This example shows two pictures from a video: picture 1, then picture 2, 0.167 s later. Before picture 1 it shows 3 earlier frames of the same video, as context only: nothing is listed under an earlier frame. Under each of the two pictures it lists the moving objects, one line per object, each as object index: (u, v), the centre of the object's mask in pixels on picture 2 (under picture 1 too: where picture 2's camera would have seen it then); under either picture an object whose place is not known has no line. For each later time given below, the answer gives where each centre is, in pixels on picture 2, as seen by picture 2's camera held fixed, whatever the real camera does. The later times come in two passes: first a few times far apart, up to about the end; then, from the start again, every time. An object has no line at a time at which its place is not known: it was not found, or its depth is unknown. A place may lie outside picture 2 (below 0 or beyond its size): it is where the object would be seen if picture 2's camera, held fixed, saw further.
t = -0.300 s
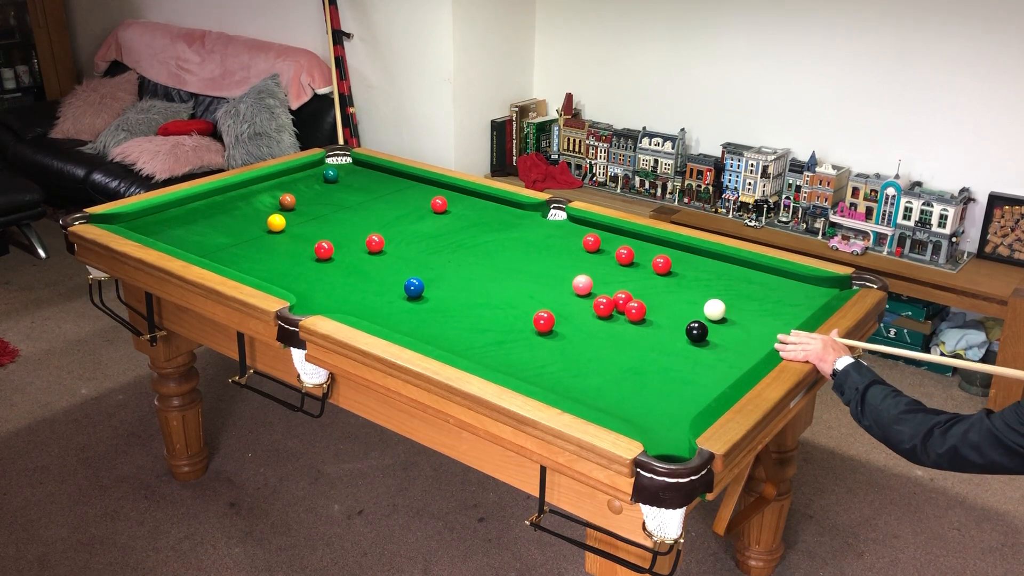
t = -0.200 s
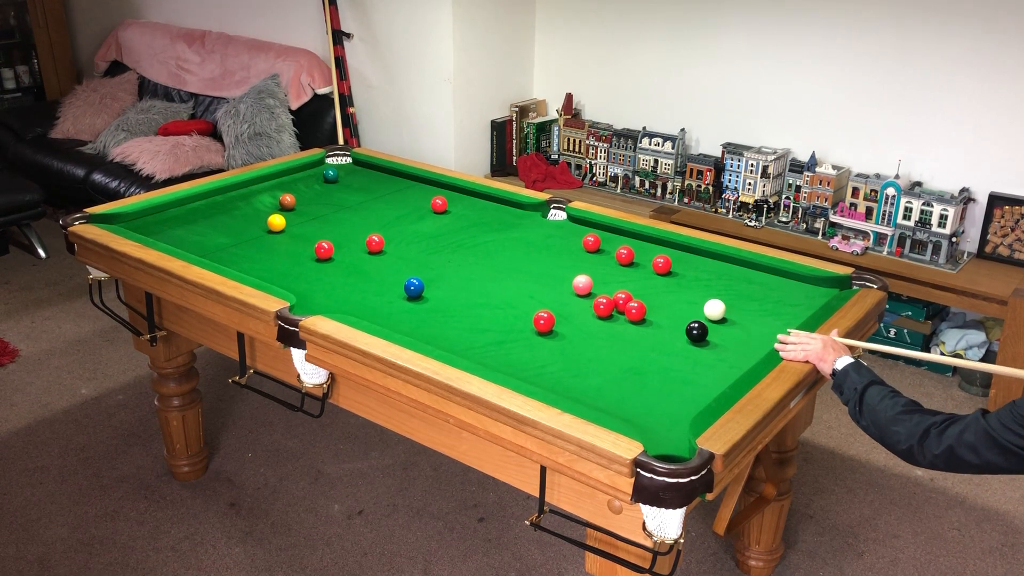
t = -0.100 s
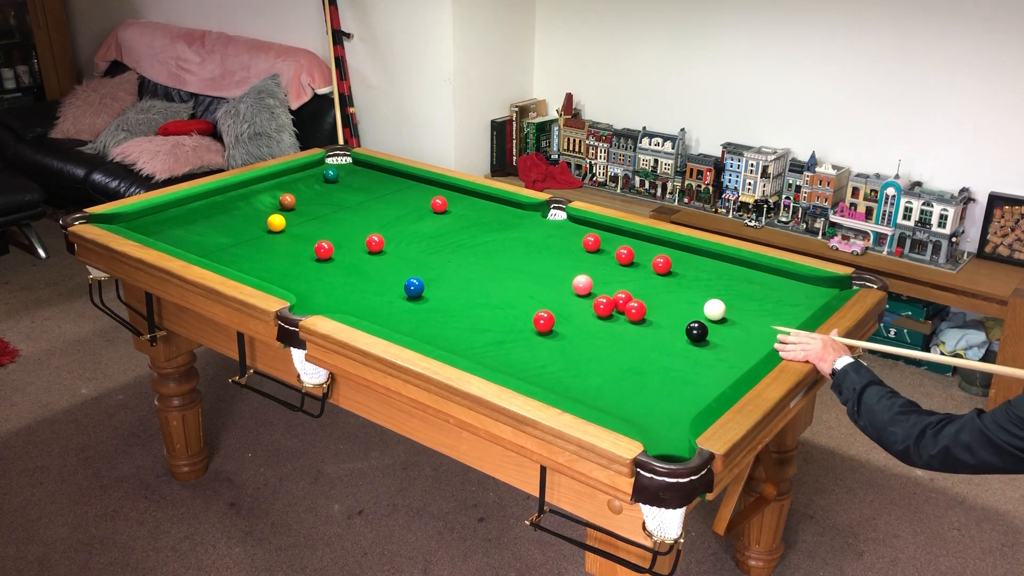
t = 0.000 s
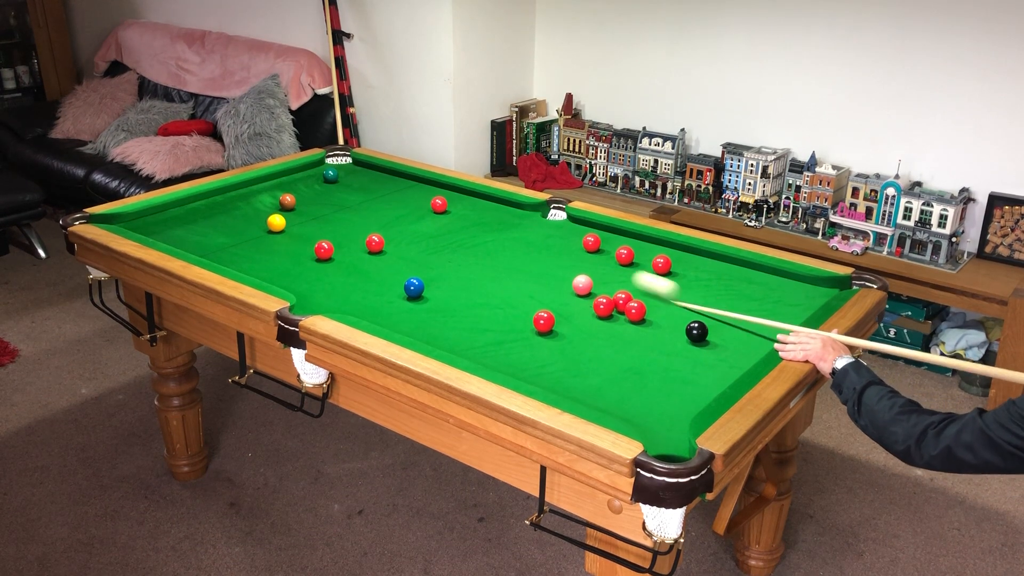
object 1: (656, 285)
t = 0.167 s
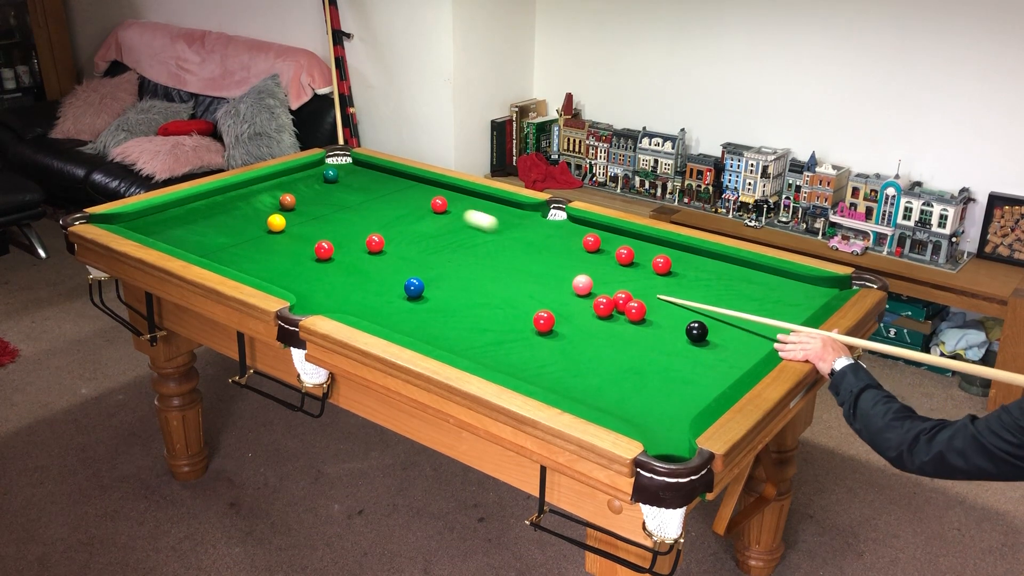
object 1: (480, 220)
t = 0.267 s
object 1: (443, 210)
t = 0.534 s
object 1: (441, 220)
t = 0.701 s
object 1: (446, 228)
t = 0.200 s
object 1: (455, 211)
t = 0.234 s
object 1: (445, 209)
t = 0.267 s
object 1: (443, 210)
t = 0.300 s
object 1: (440, 211)
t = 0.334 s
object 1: (439, 211)
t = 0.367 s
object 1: (438, 213)
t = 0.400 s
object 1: (438, 214)
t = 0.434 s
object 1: (438, 215)
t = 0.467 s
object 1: (439, 217)
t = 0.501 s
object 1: (440, 218)
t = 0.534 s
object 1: (441, 220)
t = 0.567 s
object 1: (442, 222)
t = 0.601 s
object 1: (443, 223)
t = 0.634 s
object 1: (444, 225)
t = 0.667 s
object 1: (445, 227)
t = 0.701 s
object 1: (446, 228)
